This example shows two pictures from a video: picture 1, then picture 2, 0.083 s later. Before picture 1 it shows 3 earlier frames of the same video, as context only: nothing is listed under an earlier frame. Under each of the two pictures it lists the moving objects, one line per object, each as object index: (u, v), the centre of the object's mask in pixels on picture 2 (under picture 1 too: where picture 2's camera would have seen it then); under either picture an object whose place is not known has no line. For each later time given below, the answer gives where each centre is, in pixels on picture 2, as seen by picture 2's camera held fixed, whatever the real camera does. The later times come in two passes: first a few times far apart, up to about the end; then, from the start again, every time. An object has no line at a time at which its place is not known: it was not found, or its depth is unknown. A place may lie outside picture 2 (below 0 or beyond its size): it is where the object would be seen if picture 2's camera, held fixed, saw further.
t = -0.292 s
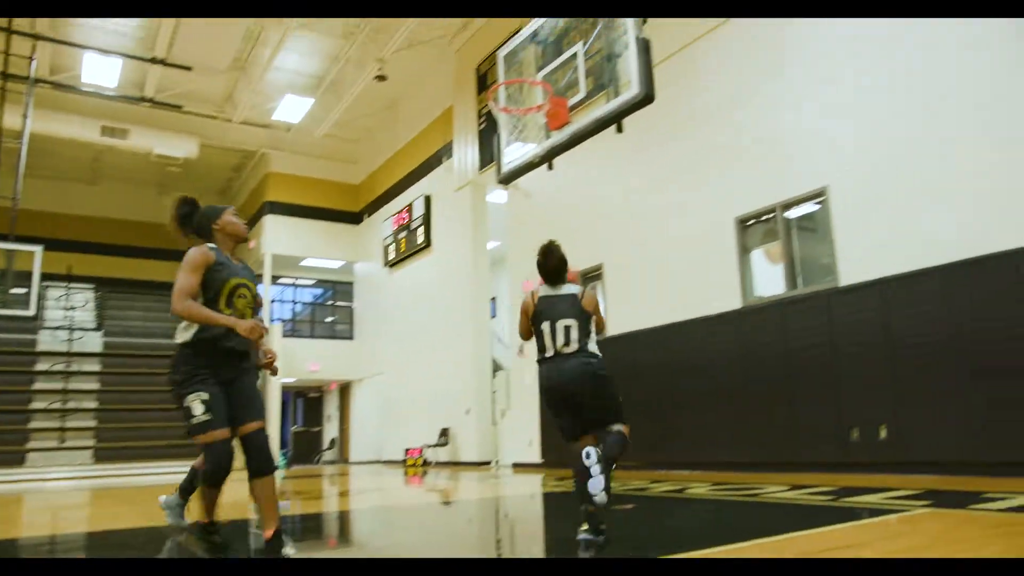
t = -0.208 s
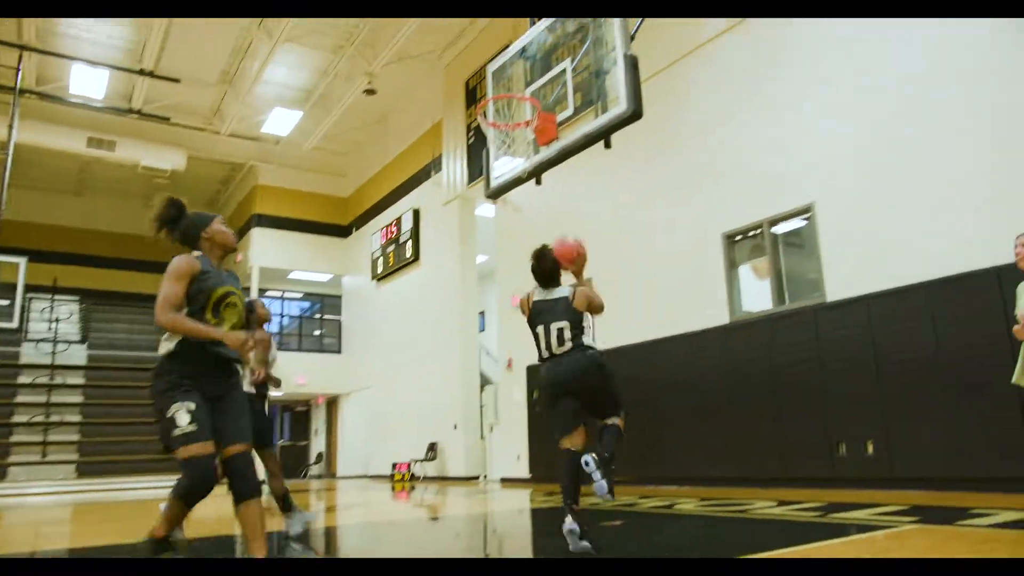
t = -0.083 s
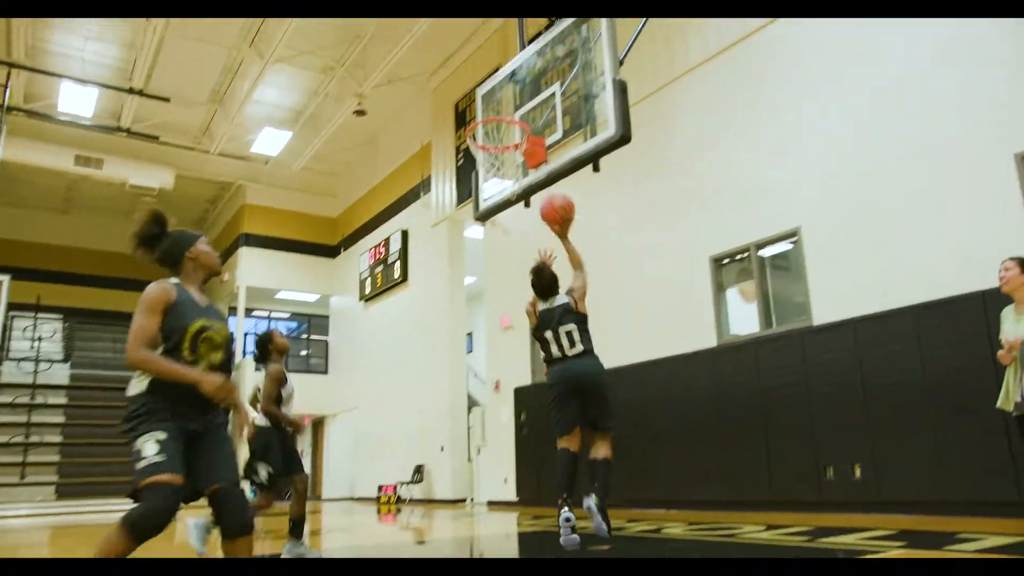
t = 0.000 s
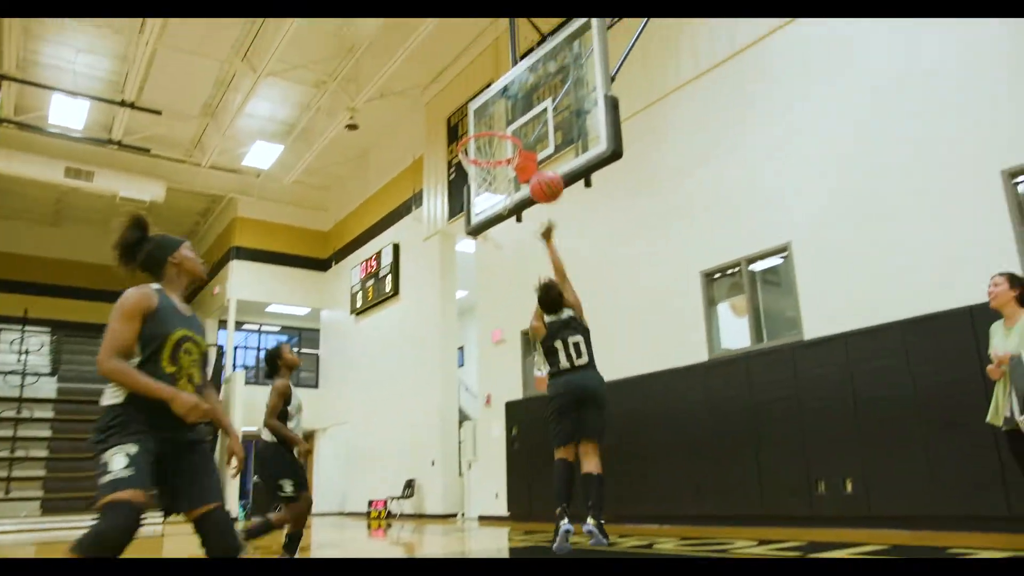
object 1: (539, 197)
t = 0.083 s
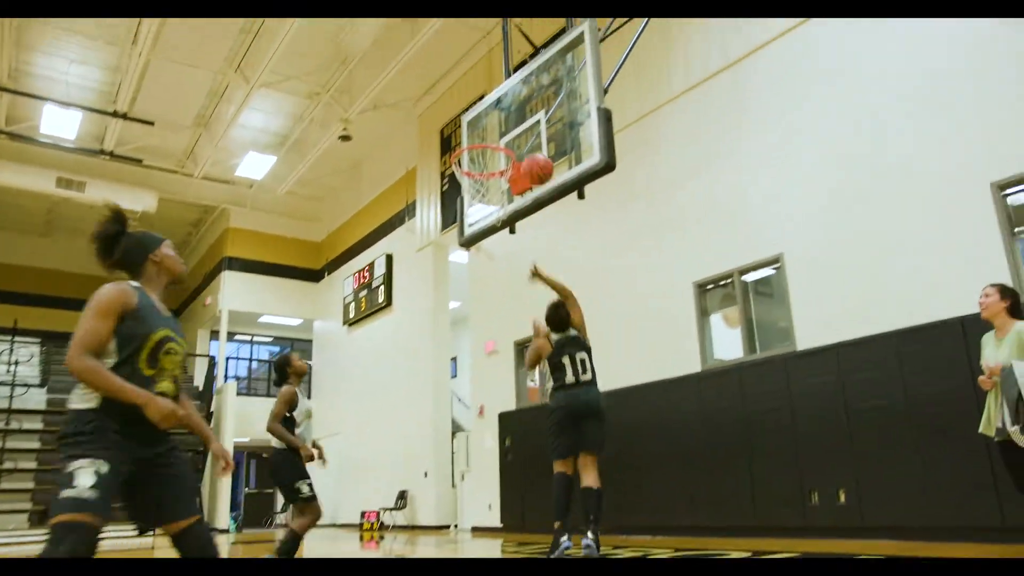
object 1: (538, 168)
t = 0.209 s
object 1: (535, 141)
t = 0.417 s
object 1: (513, 126)
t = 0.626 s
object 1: (487, 139)
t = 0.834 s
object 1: (477, 187)
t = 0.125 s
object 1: (536, 158)
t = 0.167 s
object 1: (535, 149)
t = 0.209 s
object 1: (535, 141)
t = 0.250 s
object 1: (534, 134)
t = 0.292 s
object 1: (530, 130)
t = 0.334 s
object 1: (524, 127)
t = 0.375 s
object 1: (519, 126)
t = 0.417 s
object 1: (513, 126)
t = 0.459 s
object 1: (508, 127)
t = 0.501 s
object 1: (503, 128)
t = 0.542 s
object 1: (498, 132)
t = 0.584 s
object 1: (492, 135)
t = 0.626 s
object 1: (487, 139)
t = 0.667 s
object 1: (483, 148)
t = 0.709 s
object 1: (478, 158)
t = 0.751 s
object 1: (473, 167)
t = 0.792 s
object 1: (473, 175)
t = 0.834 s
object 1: (477, 187)
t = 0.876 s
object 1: (481, 196)
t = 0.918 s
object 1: (485, 208)
